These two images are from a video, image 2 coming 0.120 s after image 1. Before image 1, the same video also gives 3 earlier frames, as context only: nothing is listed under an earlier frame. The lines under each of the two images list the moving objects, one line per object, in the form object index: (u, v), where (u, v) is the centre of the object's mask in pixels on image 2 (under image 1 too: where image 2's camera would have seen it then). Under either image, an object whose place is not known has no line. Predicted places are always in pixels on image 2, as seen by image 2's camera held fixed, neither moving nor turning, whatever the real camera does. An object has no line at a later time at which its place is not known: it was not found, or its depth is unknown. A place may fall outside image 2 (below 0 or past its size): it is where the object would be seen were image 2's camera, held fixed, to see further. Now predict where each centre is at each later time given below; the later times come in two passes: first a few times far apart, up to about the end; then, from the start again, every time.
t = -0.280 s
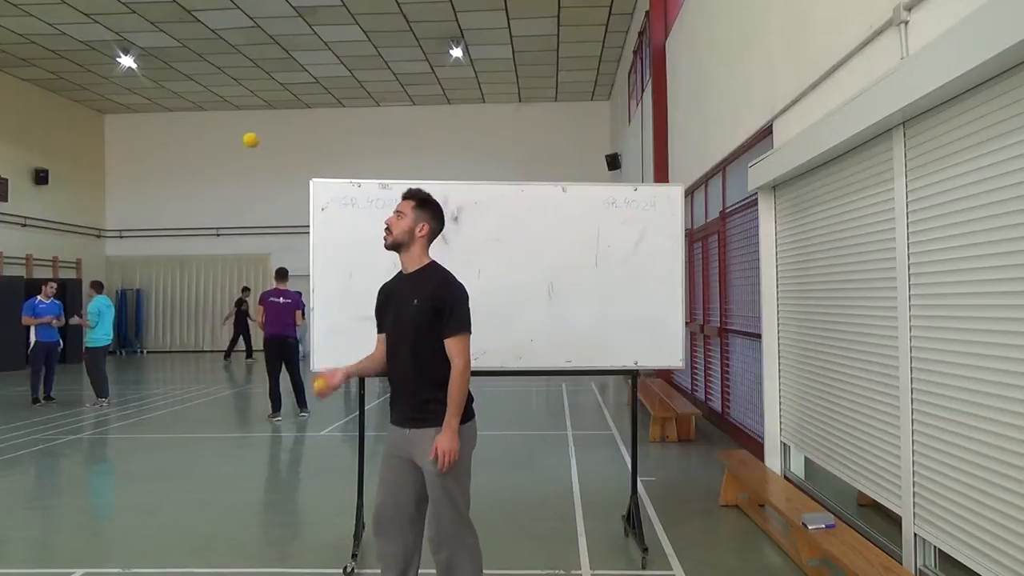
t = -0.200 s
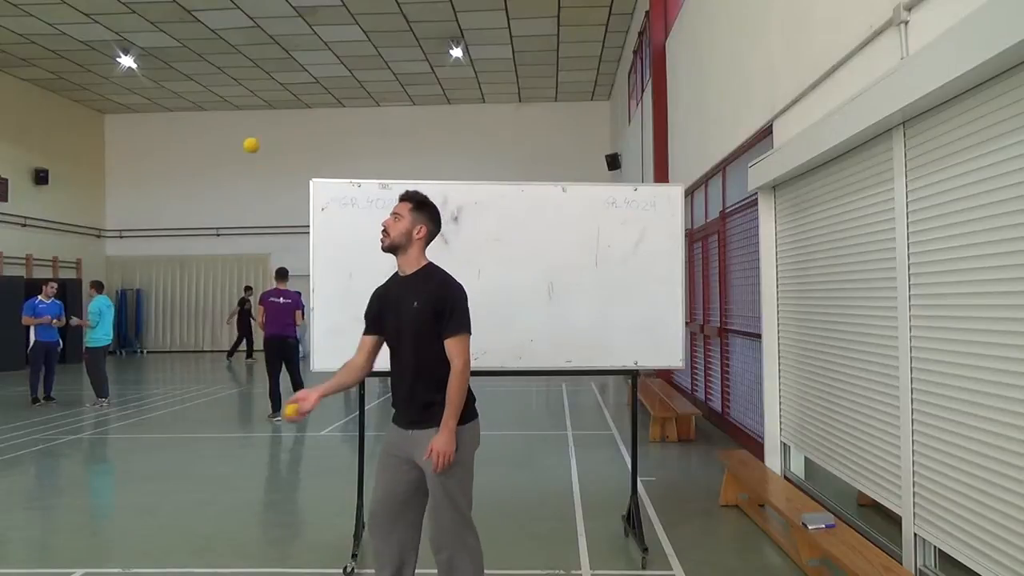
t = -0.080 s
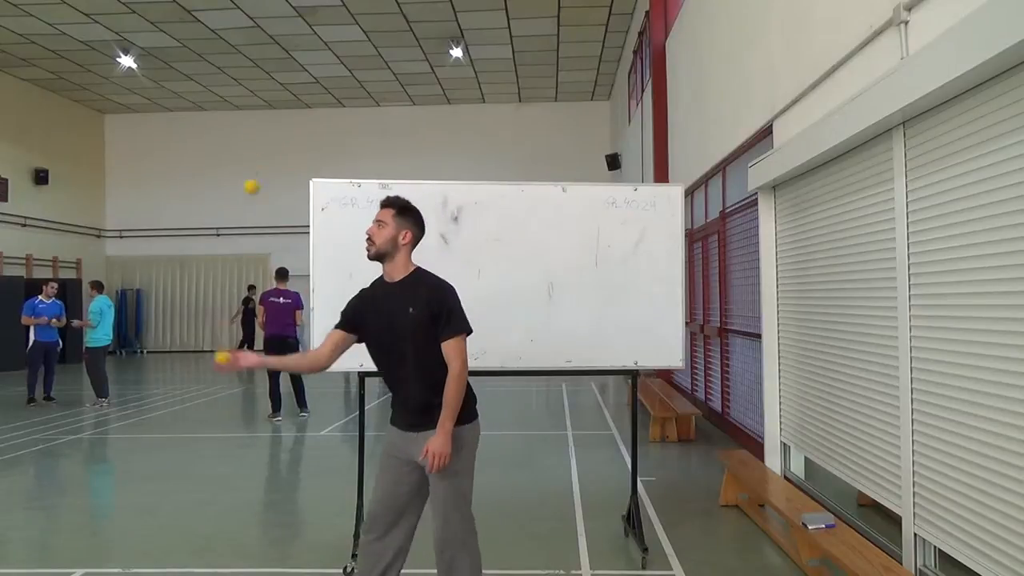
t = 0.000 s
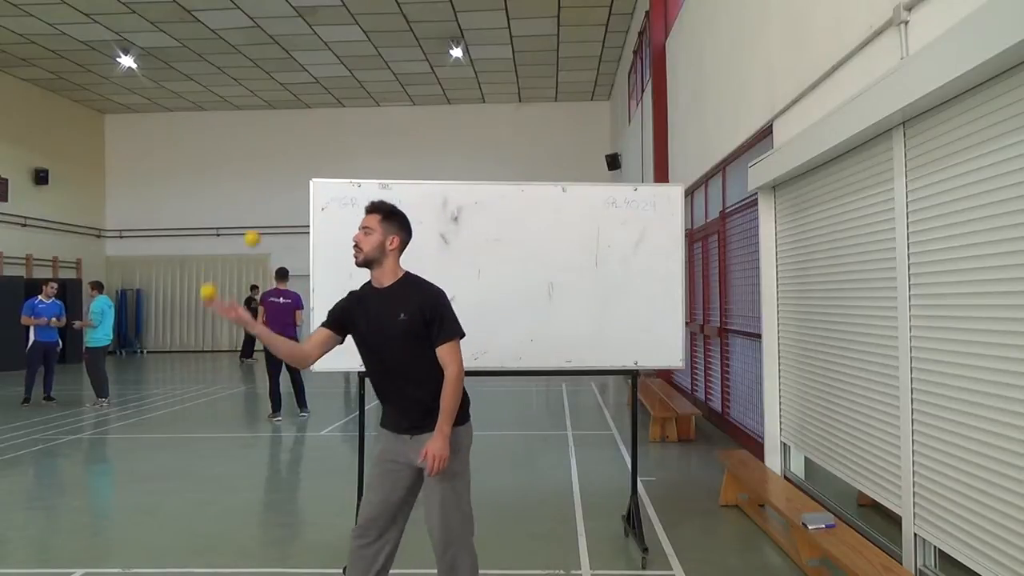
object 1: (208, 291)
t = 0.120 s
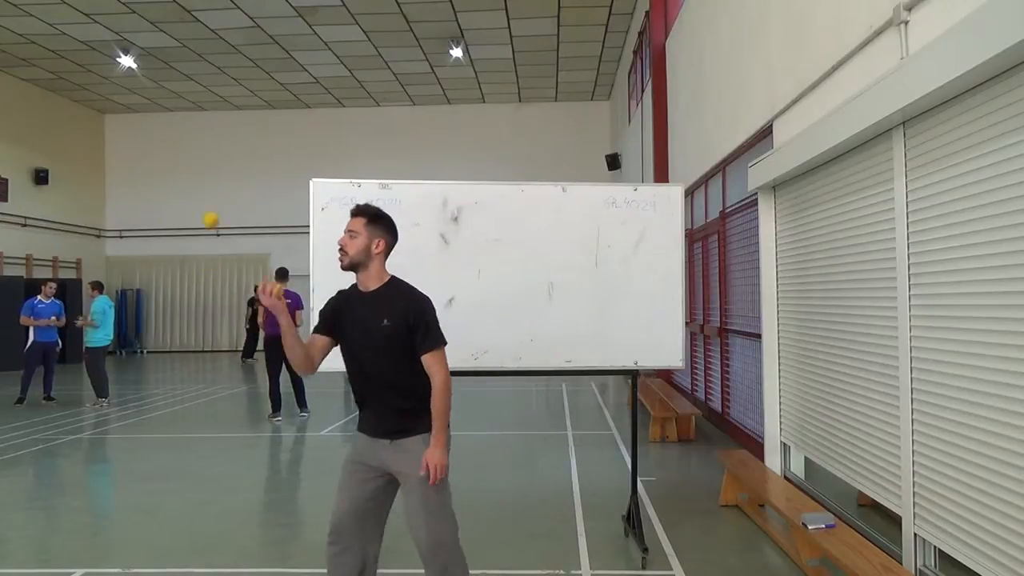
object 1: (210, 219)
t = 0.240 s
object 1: (213, 187)
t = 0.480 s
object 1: (220, 239)
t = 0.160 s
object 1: (211, 204)
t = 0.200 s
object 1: (212, 193)
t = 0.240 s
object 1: (213, 187)
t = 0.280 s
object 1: (214, 184)
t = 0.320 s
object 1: (215, 186)
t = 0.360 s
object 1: (216, 193)
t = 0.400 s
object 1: (217, 204)
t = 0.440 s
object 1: (218, 220)
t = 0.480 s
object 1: (220, 239)
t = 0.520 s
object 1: (221, 264)
